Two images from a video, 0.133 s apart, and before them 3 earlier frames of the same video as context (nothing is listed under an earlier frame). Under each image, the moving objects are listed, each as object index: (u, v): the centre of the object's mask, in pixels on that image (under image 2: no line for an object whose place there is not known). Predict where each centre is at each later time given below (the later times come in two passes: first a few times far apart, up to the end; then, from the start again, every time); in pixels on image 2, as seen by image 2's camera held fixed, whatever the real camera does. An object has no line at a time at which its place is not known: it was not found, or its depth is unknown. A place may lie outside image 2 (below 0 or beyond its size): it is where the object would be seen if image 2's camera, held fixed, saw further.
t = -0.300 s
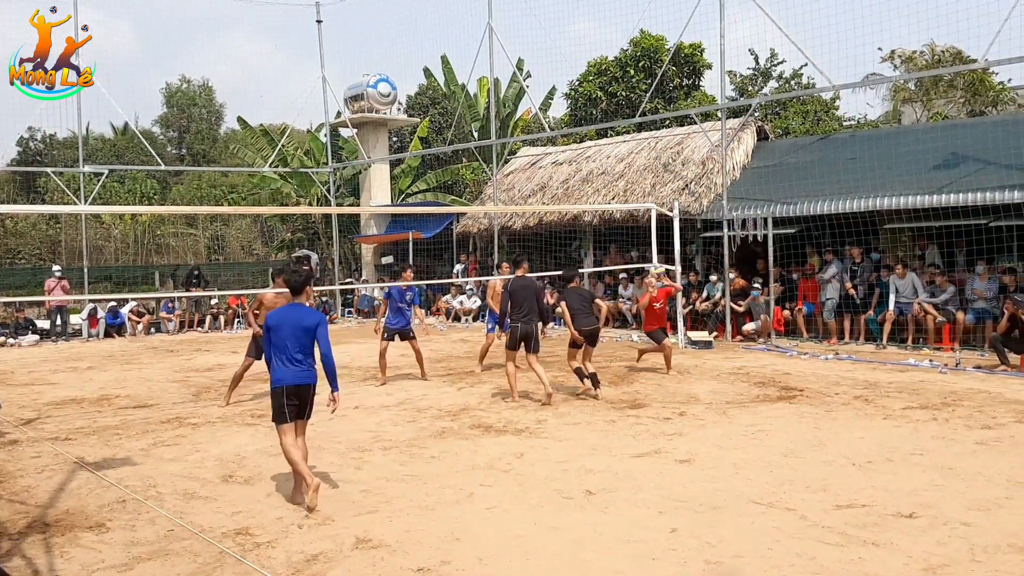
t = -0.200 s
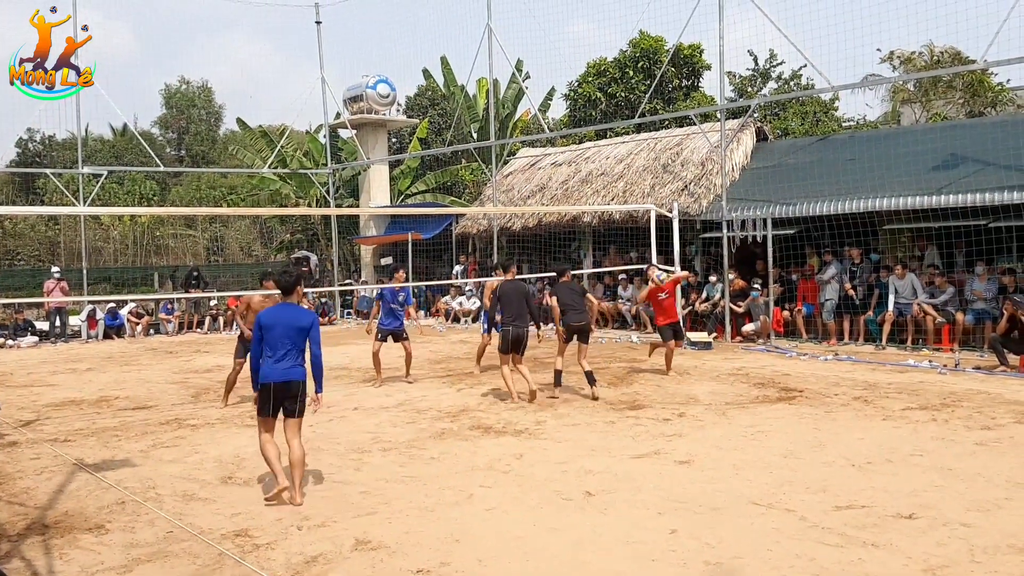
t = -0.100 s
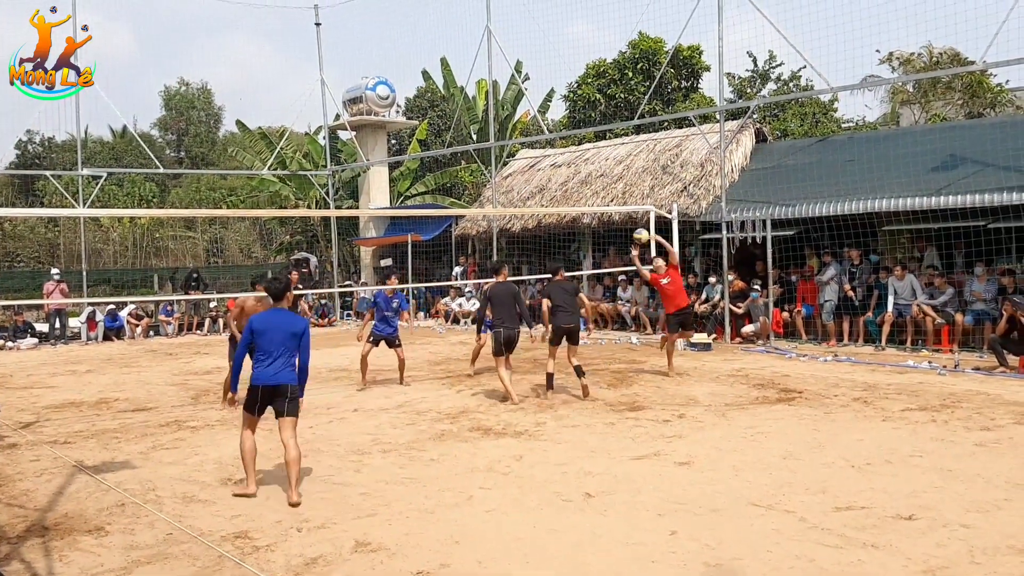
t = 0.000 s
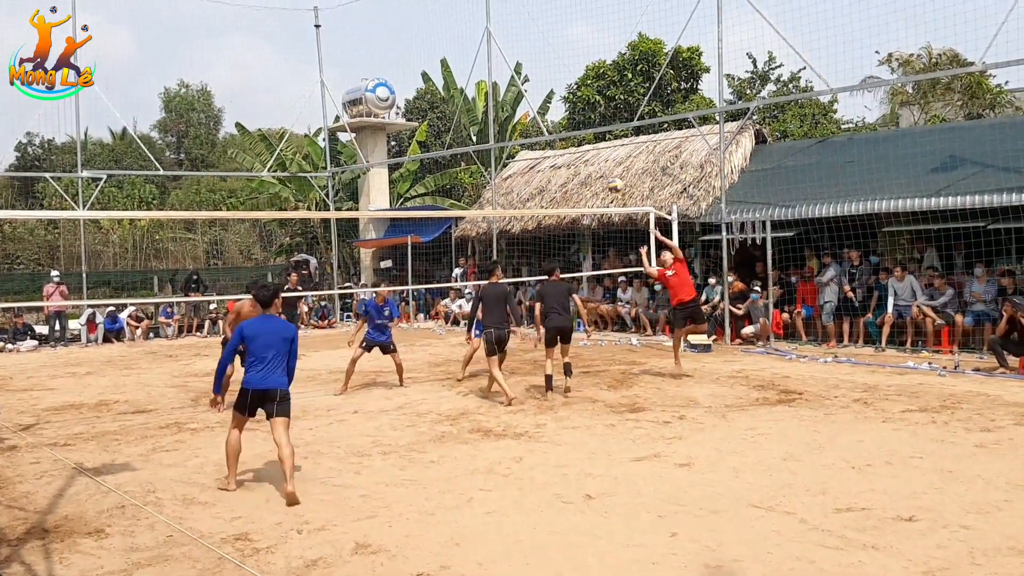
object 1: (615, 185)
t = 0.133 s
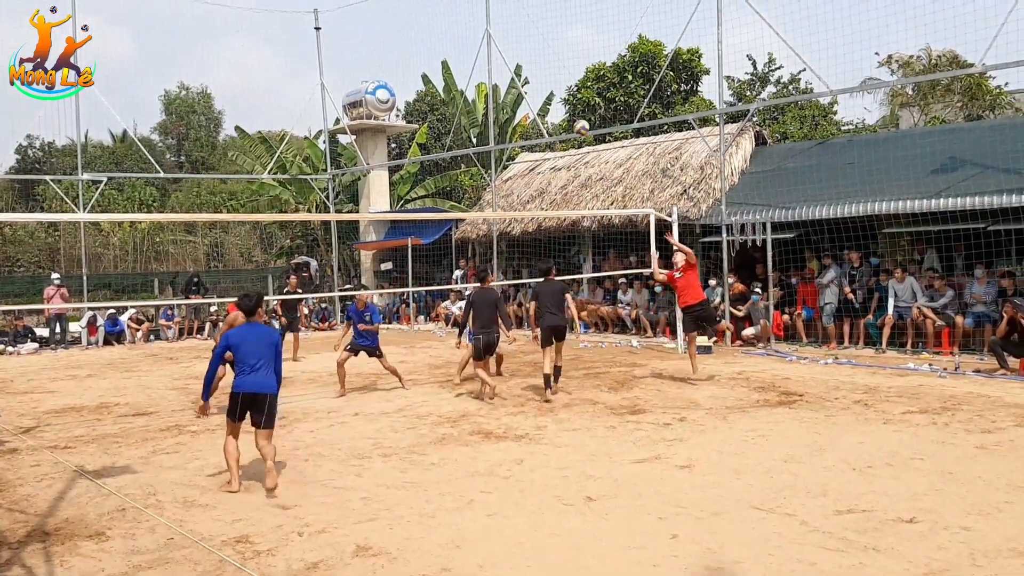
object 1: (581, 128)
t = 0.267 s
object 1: (547, 82)
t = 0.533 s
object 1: (476, 25)
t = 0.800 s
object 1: (401, 25)
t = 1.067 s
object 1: (325, 88)
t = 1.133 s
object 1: (305, 112)
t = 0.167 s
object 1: (573, 116)
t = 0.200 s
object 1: (564, 103)
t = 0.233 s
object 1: (555, 93)
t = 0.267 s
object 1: (547, 82)
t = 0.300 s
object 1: (538, 71)
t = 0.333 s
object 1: (530, 62)
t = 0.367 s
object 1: (521, 54)
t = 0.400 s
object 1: (512, 46)
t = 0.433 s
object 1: (502, 39)
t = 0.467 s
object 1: (493, 34)
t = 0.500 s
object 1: (485, 28)
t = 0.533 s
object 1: (476, 25)
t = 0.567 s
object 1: (466, 21)
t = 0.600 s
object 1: (457, 19)
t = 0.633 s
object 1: (447, 17)
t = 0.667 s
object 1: (439, 17)
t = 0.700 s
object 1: (429, 18)
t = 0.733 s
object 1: (419, 19)
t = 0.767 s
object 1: (410, 22)
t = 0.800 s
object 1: (401, 25)
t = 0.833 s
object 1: (392, 30)
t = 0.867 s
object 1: (382, 35)
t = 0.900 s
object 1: (372, 41)
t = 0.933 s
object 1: (363, 49)
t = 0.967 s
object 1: (353, 57)
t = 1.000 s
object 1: (344, 66)
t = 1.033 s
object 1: (334, 76)
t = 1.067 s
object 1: (325, 88)
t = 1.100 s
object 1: (315, 100)
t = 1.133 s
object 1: (305, 112)
